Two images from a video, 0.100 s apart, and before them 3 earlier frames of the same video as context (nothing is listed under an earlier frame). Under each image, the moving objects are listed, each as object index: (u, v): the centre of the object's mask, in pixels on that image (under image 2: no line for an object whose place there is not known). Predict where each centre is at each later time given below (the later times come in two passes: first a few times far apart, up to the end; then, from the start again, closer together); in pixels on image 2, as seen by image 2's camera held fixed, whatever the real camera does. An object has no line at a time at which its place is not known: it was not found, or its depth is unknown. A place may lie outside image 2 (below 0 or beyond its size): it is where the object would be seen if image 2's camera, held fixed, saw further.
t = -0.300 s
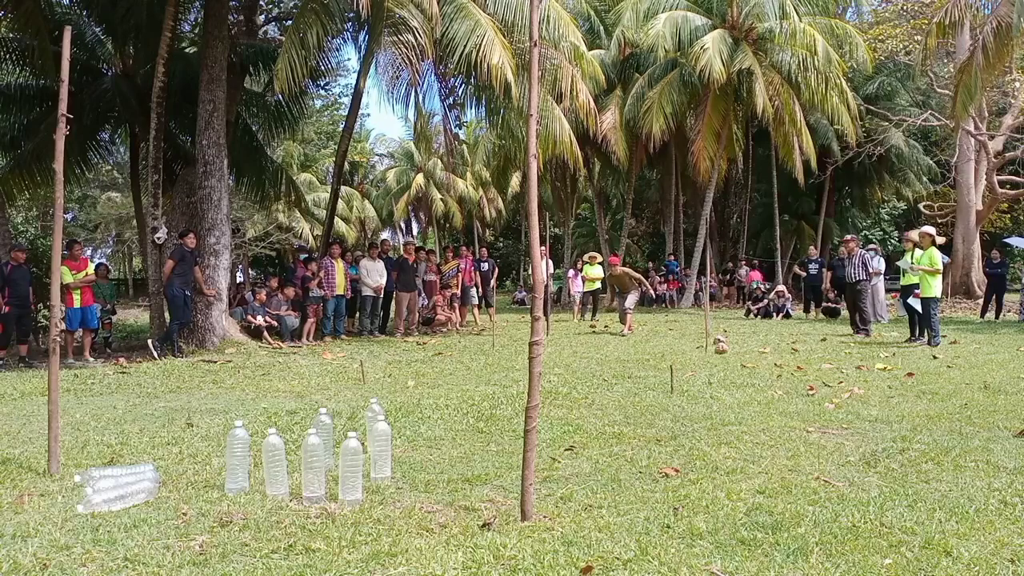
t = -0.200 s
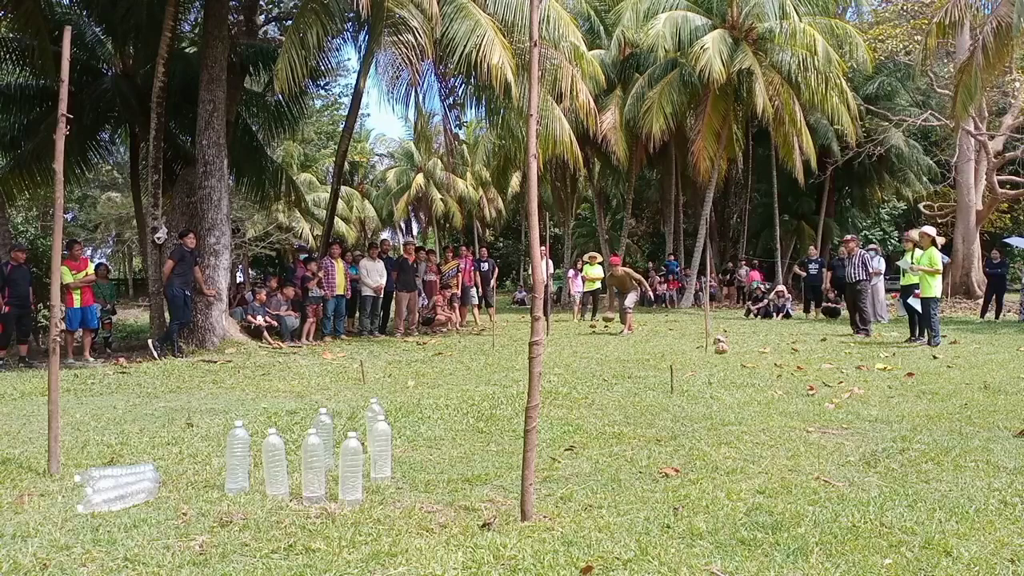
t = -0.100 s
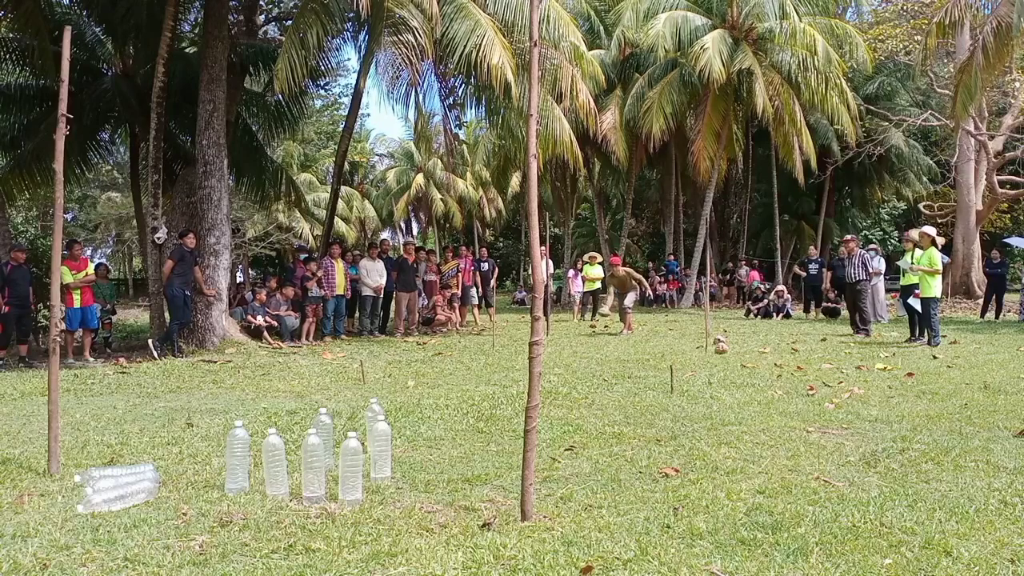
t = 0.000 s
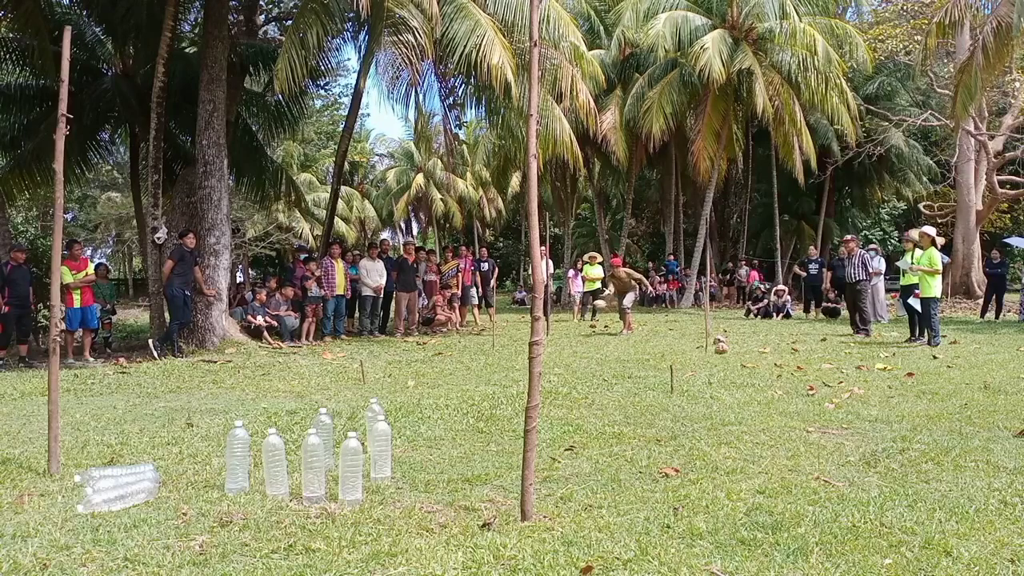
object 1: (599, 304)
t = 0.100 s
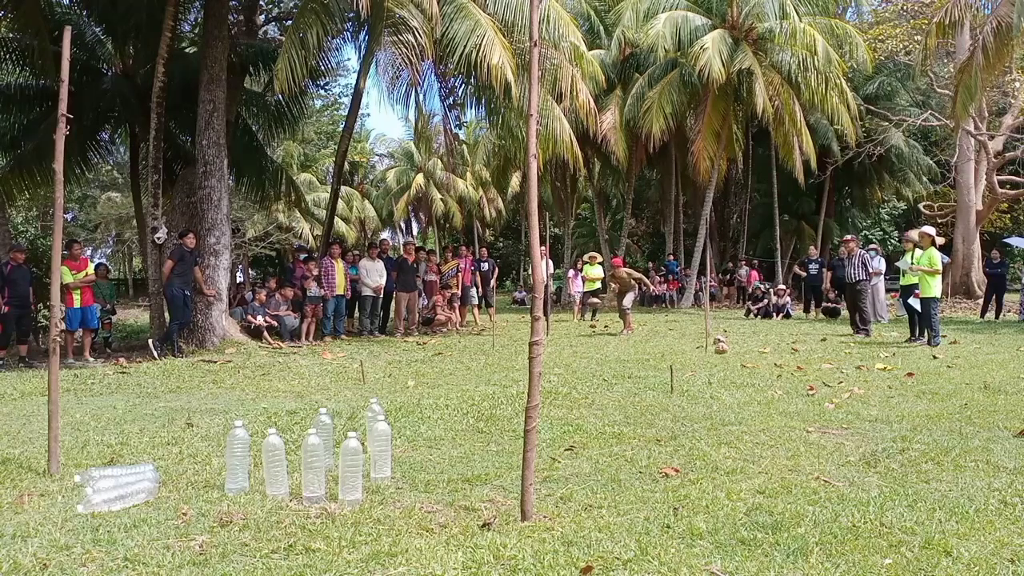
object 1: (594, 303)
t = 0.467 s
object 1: (564, 357)
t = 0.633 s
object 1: (552, 336)
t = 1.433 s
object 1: (391, 461)
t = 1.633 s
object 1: (389, 482)
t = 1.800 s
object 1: (412, 550)
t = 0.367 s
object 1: (573, 340)
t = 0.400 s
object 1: (570, 351)
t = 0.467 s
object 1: (564, 357)
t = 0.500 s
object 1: (563, 350)
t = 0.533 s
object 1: (558, 346)
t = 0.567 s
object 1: (555, 341)
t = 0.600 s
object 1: (553, 337)
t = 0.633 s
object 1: (552, 336)
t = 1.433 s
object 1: (391, 461)
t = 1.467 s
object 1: (383, 474)
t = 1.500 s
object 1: (377, 485)
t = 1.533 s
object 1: (379, 481)
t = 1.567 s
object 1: (382, 477)
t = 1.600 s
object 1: (386, 476)
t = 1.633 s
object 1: (389, 482)
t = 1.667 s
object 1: (393, 491)
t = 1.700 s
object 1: (397, 499)
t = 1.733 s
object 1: (402, 516)
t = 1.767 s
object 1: (408, 541)
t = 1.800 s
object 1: (412, 550)
